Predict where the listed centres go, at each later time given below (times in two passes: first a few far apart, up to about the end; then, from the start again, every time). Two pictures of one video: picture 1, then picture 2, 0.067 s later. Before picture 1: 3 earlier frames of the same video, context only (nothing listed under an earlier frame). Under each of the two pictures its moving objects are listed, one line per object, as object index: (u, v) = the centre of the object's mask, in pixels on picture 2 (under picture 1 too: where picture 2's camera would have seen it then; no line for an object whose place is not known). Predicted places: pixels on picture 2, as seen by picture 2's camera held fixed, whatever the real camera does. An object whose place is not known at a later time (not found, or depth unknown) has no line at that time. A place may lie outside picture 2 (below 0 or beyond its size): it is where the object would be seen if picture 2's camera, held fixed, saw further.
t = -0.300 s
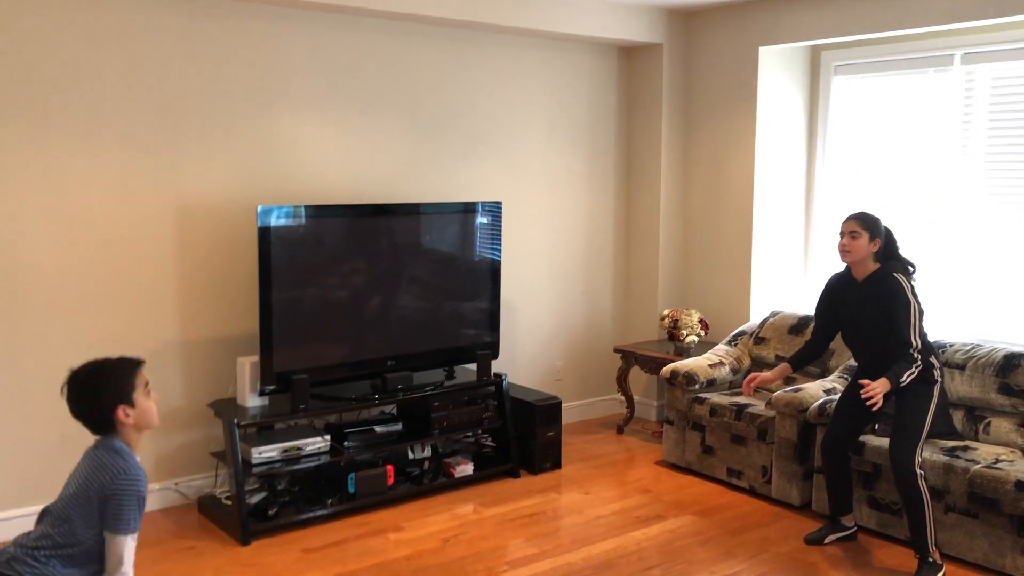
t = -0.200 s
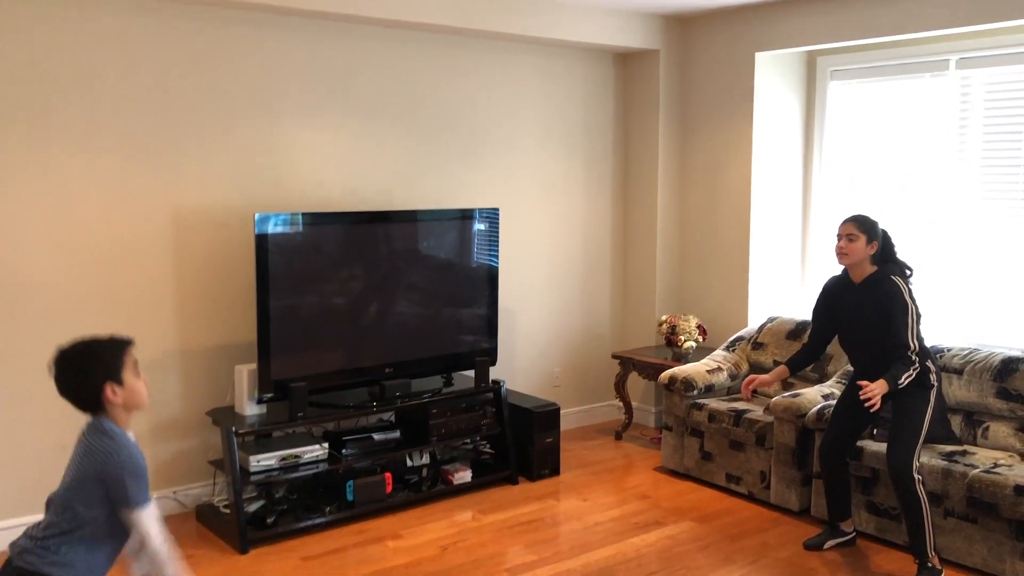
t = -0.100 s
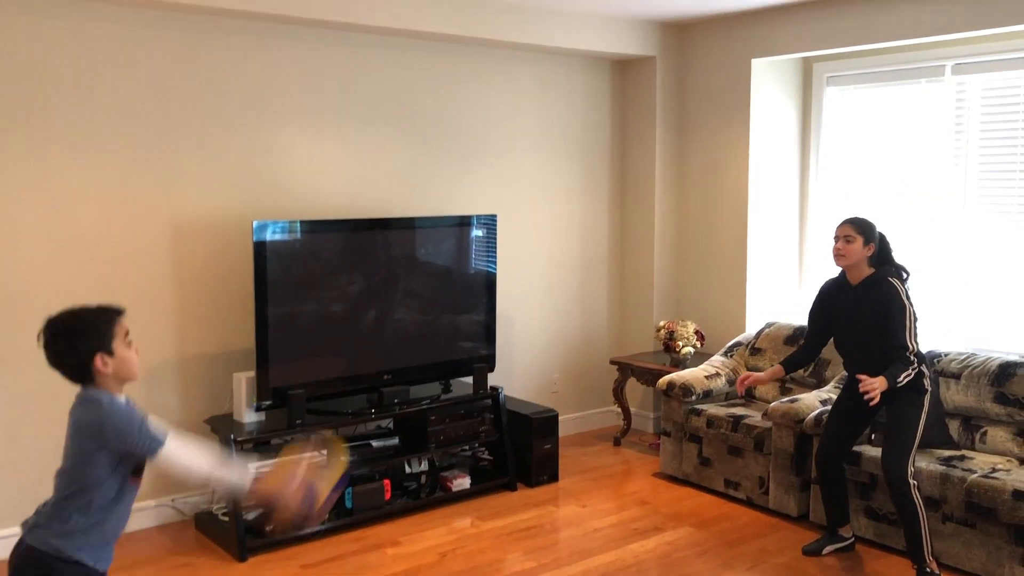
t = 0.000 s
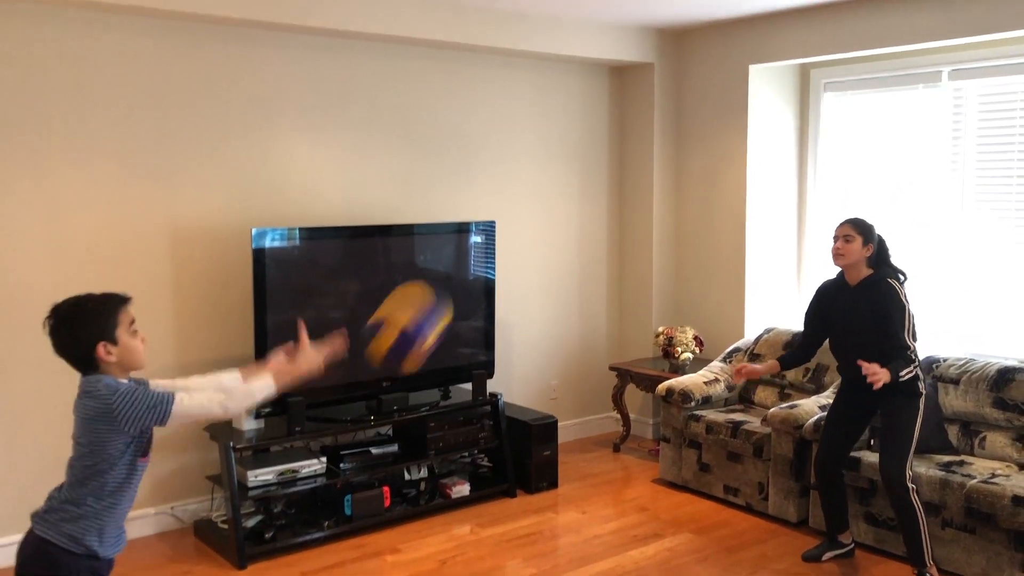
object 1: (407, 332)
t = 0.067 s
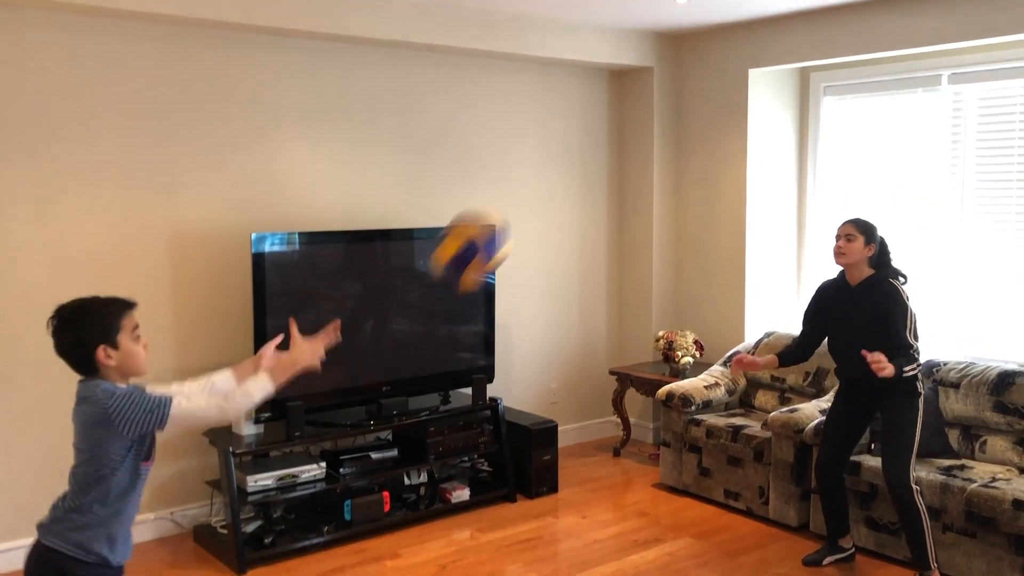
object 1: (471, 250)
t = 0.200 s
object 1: (585, 136)
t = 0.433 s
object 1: (755, 80)
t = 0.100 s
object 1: (502, 212)
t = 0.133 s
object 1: (531, 183)
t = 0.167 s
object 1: (558, 158)
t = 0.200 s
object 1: (585, 136)
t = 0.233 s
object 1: (613, 117)
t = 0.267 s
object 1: (639, 102)
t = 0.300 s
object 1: (666, 92)
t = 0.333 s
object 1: (689, 85)
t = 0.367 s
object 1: (712, 82)
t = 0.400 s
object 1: (733, 79)
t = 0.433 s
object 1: (755, 80)
